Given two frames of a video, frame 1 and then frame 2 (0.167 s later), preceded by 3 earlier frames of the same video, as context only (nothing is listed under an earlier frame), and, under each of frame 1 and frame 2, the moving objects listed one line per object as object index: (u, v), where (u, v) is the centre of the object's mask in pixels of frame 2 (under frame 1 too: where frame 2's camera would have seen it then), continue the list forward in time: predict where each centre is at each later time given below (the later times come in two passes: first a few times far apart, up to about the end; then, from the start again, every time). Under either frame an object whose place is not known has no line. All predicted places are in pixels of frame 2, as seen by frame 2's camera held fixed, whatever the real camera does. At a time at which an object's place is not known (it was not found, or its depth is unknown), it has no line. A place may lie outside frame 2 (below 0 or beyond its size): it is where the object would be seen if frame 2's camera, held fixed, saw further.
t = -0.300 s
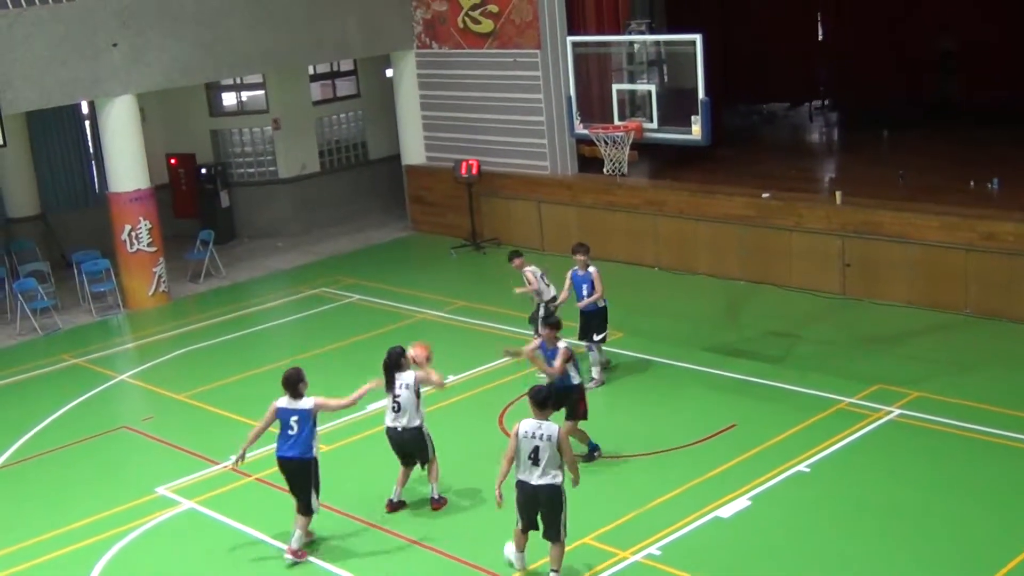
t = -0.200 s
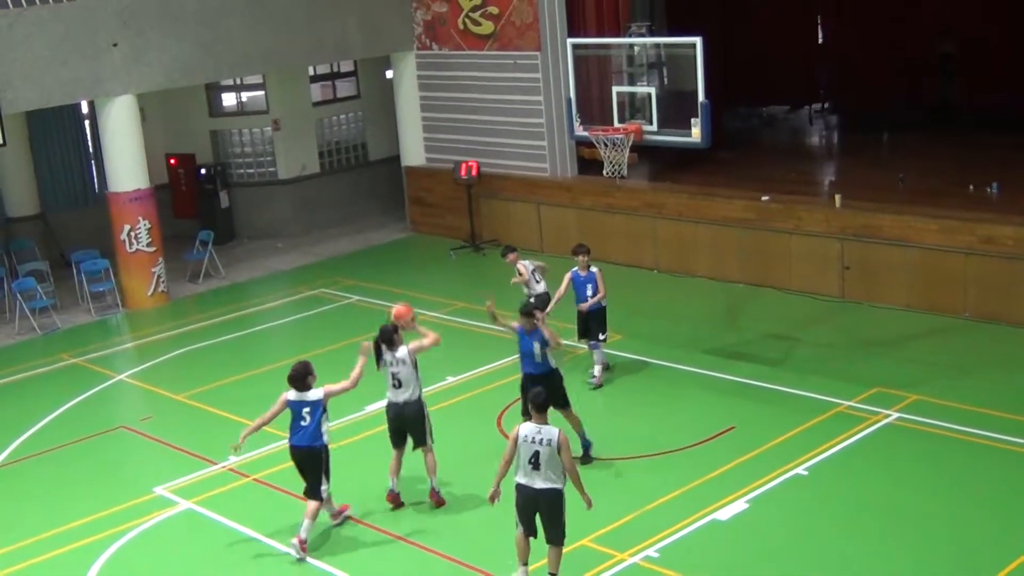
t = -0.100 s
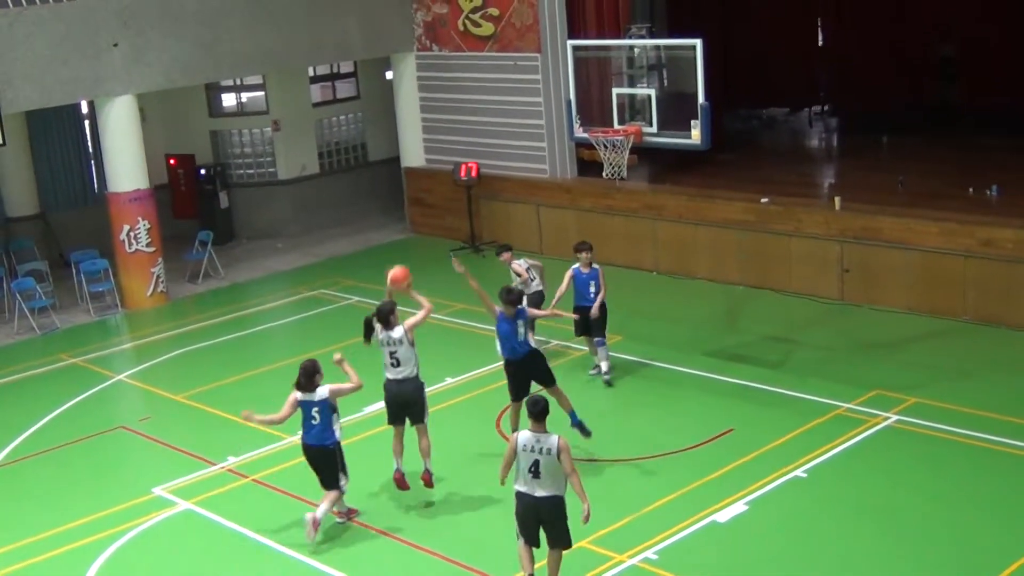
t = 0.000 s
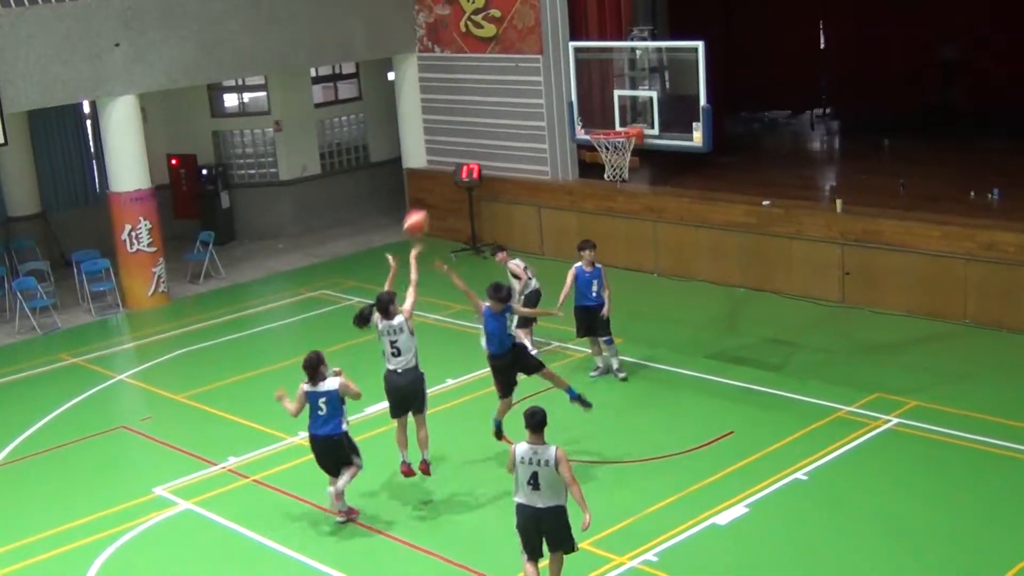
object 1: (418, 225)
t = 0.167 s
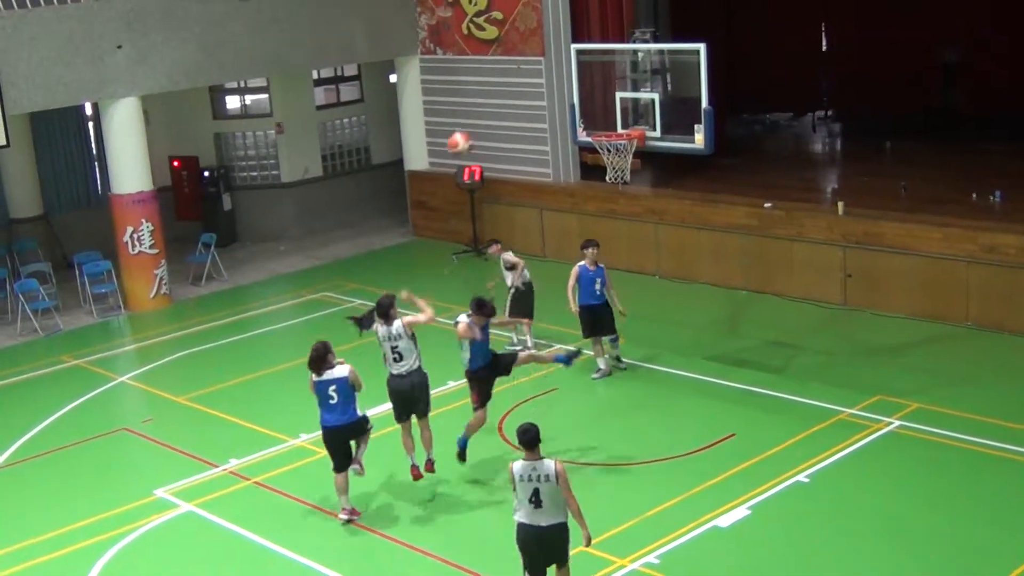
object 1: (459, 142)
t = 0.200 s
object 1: (468, 131)
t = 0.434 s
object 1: (528, 78)
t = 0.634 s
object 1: (579, 76)
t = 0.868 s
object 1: (635, 121)
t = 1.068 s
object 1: (629, 96)
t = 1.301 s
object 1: (616, 110)
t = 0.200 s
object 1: (468, 131)
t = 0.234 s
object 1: (476, 120)
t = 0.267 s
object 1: (484, 108)
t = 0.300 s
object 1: (493, 101)
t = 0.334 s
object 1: (501, 94)
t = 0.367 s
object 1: (511, 86)
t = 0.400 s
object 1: (520, 81)
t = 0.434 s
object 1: (528, 78)
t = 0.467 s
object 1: (537, 74)
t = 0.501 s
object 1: (545, 73)
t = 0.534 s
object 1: (554, 72)
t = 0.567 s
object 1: (561, 72)
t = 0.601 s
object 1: (570, 74)
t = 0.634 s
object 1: (579, 76)
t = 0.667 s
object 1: (588, 80)
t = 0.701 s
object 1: (594, 84)
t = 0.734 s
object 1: (603, 89)
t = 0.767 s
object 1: (610, 96)
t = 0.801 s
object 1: (619, 105)
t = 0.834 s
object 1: (627, 112)
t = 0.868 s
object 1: (635, 121)
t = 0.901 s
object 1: (637, 117)
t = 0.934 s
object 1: (634, 110)
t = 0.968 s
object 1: (633, 106)
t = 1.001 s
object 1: (631, 101)
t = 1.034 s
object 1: (630, 98)
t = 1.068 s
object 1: (629, 96)
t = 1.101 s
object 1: (626, 96)
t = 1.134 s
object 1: (624, 95)
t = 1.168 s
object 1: (623, 95)
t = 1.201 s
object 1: (621, 98)
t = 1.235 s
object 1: (620, 102)
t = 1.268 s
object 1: (617, 106)
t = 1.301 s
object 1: (616, 110)
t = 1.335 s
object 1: (616, 116)
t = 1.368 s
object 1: (615, 126)
